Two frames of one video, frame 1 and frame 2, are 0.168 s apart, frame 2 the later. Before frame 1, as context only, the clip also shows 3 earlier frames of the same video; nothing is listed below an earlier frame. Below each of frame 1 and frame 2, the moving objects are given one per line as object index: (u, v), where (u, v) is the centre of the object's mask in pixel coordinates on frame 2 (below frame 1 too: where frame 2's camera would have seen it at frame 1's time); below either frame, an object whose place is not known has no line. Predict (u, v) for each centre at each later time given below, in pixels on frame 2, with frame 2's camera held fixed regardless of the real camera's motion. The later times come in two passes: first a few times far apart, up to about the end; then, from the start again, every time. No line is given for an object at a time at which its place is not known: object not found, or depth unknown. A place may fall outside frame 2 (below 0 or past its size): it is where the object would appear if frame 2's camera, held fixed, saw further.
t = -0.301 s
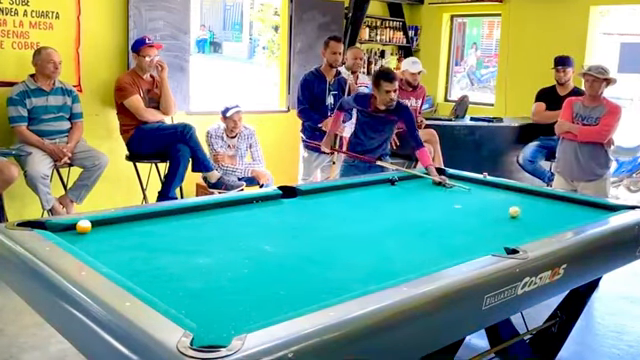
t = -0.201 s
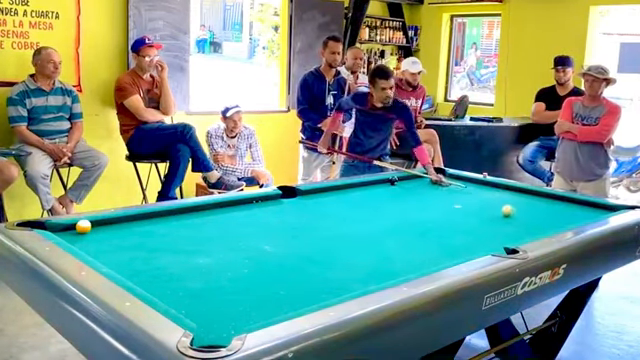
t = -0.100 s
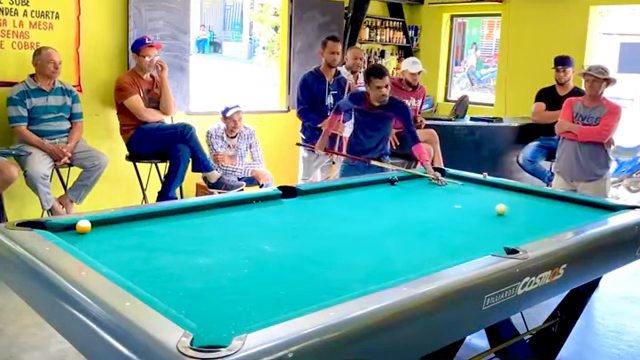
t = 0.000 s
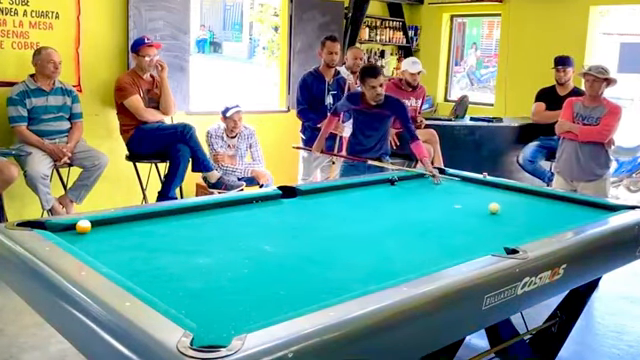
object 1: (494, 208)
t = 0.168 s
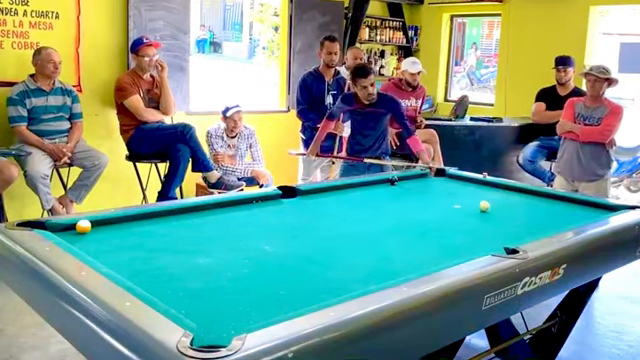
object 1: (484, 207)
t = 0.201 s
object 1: (482, 206)
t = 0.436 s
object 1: (469, 204)
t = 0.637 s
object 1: (459, 202)
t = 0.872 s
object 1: (447, 200)
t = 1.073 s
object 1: (438, 198)
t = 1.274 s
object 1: (430, 196)
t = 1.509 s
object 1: (421, 195)
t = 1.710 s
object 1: (414, 193)
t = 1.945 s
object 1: (408, 192)
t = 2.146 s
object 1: (402, 191)
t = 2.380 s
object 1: (397, 190)
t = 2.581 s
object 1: (392, 189)
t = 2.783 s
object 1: (389, 189)
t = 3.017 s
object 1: (385, 188)
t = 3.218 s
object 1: (382, 187)
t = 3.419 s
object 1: (379, 187)
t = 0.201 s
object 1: (482, 206)
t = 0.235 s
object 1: (480, 206)
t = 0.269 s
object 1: (478, 206)
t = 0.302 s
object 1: (476, 205)
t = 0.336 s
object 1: (474, 205)
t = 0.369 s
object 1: (472, 204)
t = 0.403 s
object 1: (470, 204)
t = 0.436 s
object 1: (469, 204)
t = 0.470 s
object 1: (467, 203)
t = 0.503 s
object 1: (465, 203)
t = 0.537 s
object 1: (463, 203)
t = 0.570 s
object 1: (461, 202)
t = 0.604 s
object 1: (460, 202)
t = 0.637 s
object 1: (459, 202)
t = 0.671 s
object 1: (457, 202)
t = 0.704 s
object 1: (455, 201)
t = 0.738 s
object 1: (453, 201)
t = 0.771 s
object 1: (451, 201)
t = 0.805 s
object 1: (450, 200)
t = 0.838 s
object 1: (449, 200)
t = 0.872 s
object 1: (447, 200)
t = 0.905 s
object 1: (445, 200)
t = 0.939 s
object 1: (444, 199)
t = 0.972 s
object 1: (442, 199)
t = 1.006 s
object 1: (441, 199)
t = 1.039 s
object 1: (439, 198)
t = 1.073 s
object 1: (438, 198)
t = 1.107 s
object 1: (436, 198)
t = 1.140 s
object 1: (435, 198)
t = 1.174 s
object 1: (433, 197)
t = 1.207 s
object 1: (432, 197)
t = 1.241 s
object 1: (431, 197)
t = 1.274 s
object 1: (430, 196)
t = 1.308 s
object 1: (428, 196)
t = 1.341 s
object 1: (427, 196)
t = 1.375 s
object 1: (426, 196)
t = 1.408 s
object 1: (425, 196)
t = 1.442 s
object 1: (423, 195)
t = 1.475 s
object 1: (422, 195)
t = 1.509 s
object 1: (421, 195)
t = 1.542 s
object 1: (420, 195)
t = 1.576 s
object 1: (419, 194)
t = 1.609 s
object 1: (418, 194)
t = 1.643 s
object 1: (417, 194)
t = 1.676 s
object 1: (416, 194)
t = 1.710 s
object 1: (414, 193)
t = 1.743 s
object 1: (413, 193)
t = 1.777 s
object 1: (412, 193)
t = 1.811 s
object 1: (411, 193)
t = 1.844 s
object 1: (411, 193)
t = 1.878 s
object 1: (410, 193)
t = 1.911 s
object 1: (408, 192)
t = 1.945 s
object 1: (408, 192)
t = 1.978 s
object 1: (407, 192)
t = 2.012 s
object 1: (406, 192)
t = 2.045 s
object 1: (405, 192)
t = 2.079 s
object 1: (404, 192)
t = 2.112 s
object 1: (403, 191)
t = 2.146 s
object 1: (402, 191)
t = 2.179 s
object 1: (401, 191)
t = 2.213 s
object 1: (400, 191)
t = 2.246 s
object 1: (399, 190)
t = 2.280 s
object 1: (399, 190)
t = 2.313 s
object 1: (398, 190)
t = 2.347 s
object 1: (397, 190)
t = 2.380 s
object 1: (397, 190)
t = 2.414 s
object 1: (396, 190)
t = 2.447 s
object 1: (395, 190)
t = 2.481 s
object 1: (394, 190)
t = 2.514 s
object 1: (394, 189)
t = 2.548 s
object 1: (393, 189)
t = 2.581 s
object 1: (392, 189)
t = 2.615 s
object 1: (391, 189)
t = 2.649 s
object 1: (391, 189)
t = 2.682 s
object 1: (390, 189)
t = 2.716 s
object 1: (389, 189)
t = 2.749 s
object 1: (389, 189)
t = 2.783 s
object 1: (389, 189)
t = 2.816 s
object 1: (388, 189)
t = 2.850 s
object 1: (388, 189)
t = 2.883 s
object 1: (387, 188)
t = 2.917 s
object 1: (386, 188)
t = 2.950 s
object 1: (386, 188)
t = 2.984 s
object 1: (385, 188)
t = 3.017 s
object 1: (385, 188)
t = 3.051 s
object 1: (384, 188)
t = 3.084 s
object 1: (384, 188)
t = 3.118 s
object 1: (383, 188)
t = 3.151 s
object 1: (382, 188)
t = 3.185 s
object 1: (382, 187)
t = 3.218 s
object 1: (382, 187)
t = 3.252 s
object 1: (381, 187)
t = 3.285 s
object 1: (381, 187)
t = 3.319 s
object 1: (381, 187)
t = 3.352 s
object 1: (380, 187)
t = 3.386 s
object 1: (380, 187)
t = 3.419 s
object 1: (379, 187)
